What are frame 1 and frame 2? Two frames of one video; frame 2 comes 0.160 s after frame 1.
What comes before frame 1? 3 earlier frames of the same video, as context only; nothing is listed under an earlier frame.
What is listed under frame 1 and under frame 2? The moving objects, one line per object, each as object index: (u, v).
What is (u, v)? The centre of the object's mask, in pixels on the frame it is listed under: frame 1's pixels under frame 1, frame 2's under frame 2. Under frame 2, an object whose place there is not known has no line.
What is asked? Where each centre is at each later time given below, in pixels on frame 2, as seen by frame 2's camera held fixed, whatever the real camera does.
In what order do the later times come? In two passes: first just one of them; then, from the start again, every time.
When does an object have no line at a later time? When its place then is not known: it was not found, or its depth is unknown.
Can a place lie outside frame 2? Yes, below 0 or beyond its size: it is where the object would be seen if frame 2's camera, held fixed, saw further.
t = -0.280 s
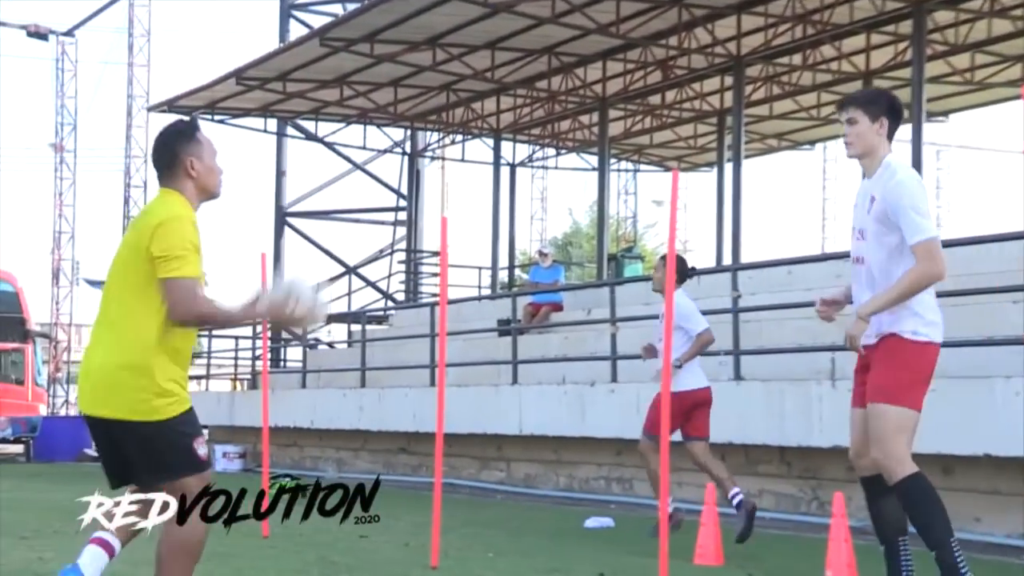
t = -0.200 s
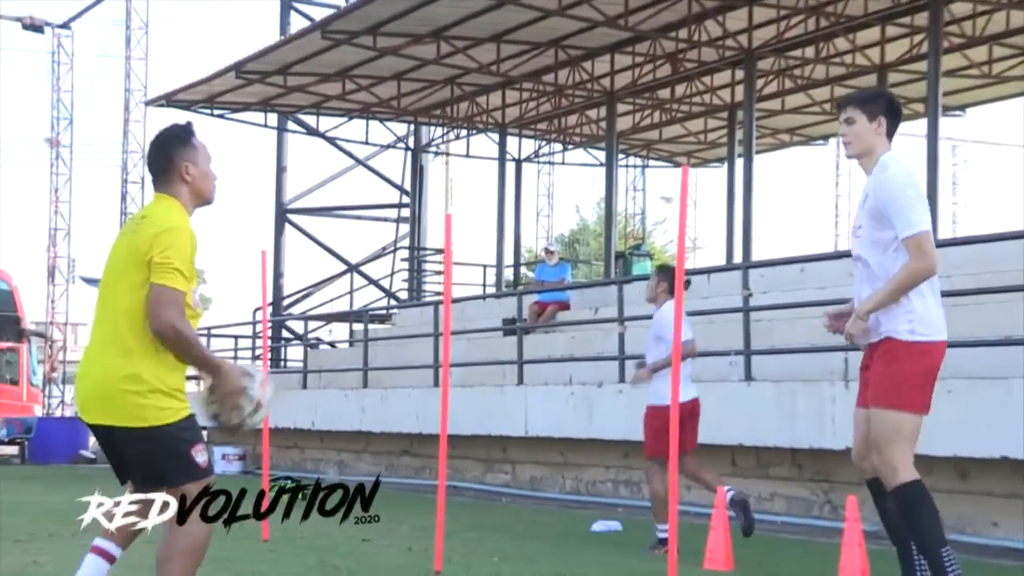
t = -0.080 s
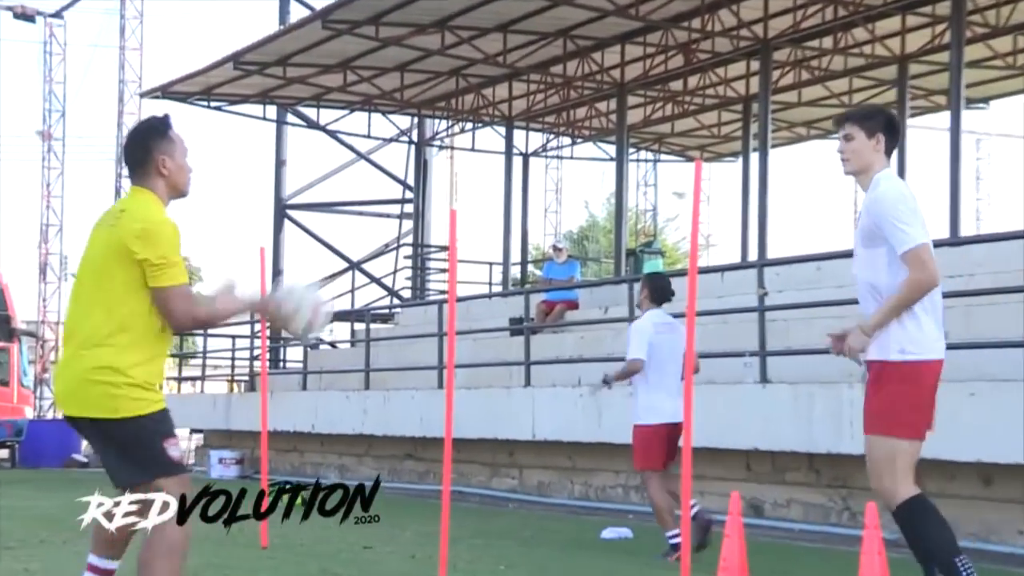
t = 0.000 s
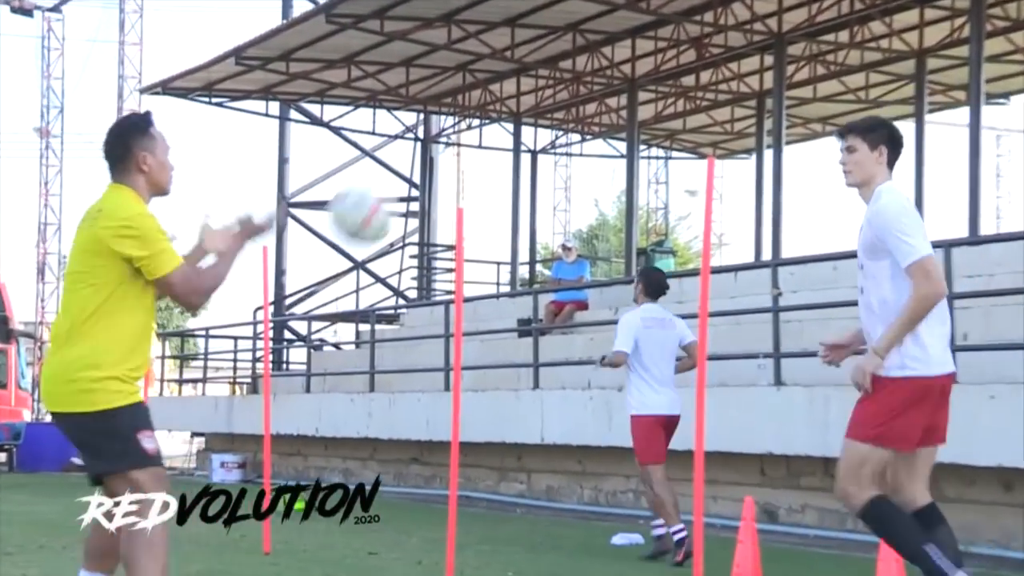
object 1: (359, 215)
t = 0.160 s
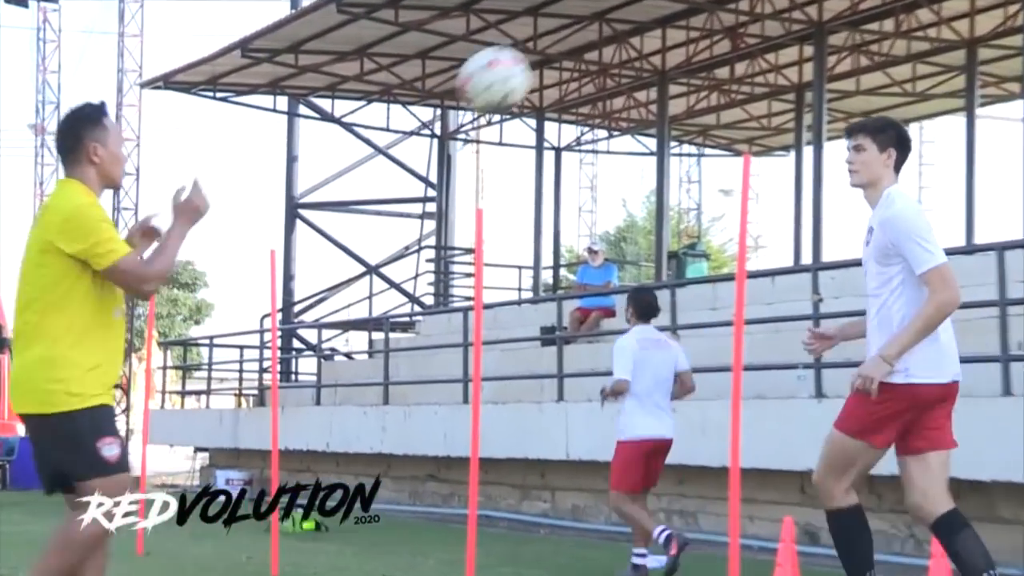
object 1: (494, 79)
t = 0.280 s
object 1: (560, 50)
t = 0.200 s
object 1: (518, 65)
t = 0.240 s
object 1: (538, 56)
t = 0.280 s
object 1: (560, 50)
